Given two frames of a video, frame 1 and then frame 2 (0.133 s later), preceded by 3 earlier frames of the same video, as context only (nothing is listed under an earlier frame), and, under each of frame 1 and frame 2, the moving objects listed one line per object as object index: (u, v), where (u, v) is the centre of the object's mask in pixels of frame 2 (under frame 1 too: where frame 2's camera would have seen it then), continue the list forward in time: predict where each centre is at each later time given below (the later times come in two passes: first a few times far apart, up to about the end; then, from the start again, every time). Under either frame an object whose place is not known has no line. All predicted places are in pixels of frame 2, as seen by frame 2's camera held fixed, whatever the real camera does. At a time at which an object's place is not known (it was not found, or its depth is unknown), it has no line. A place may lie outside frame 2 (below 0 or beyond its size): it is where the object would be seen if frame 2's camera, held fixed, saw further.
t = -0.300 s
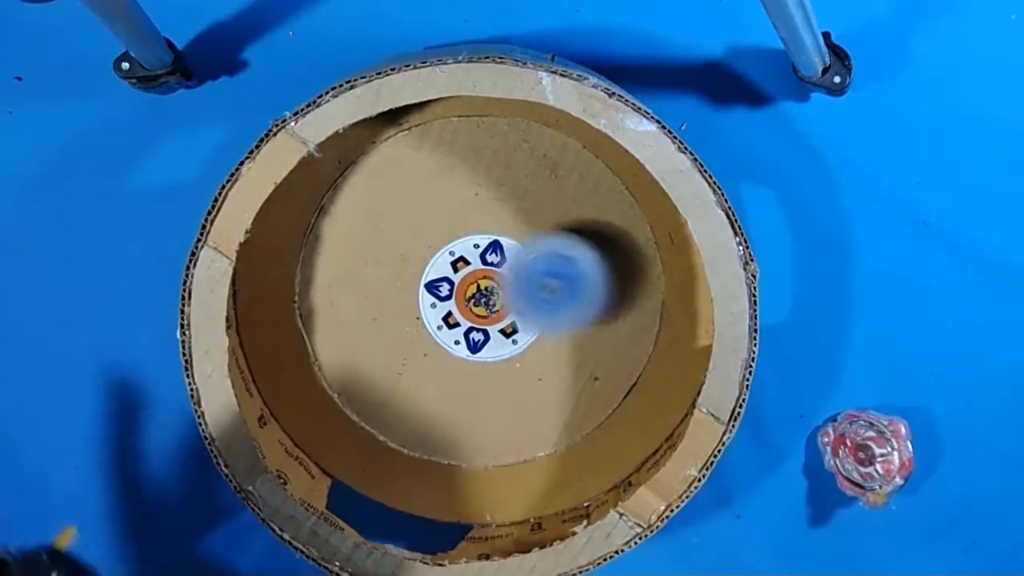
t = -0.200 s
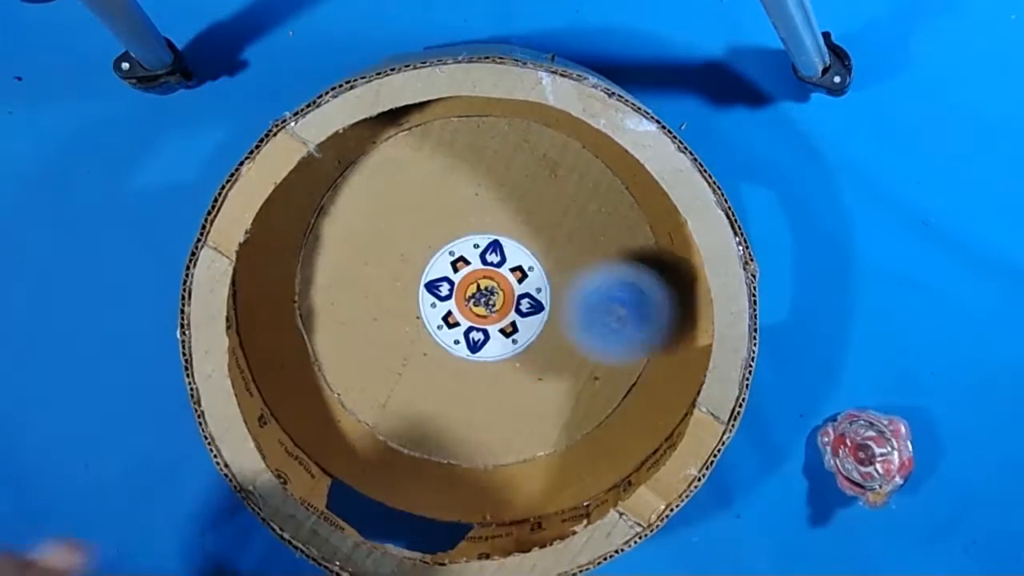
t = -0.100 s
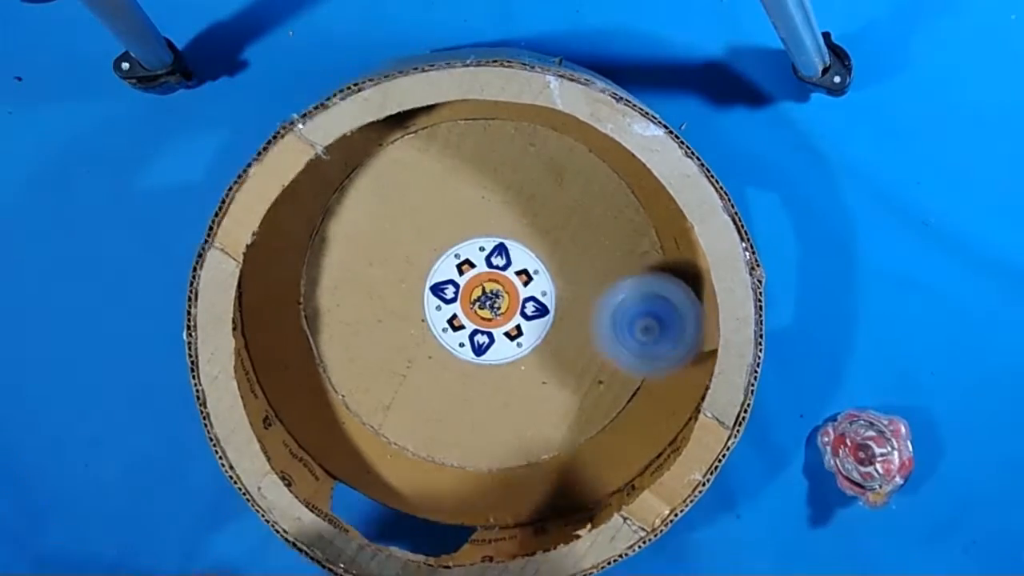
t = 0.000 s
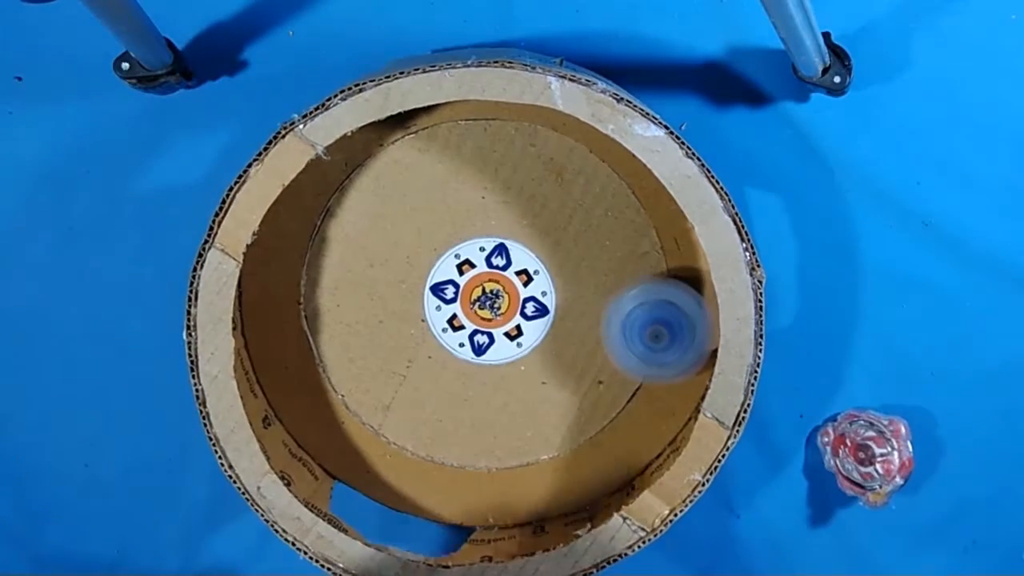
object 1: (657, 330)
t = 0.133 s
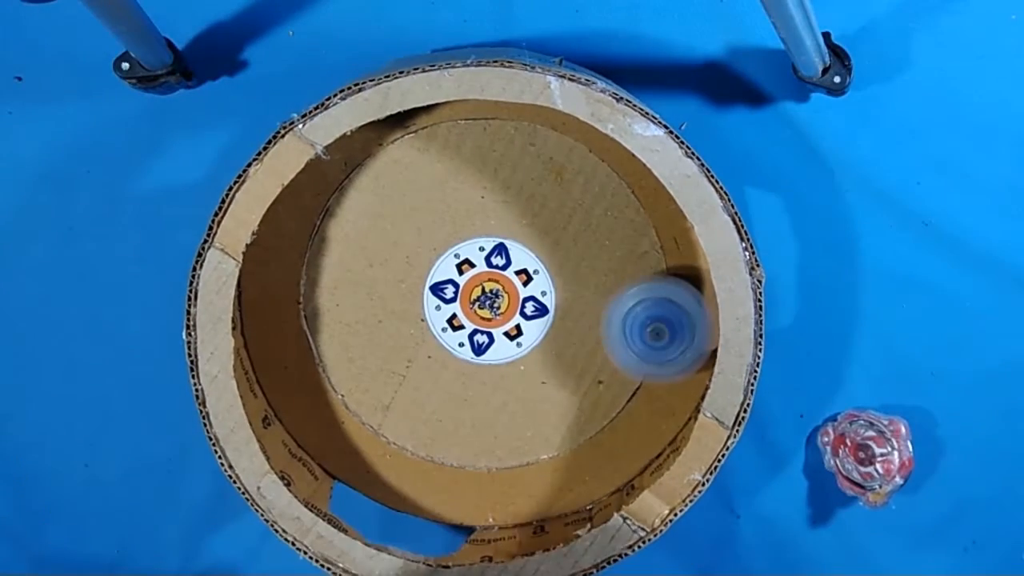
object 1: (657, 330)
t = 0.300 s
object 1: (657, 346)
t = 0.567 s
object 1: (642, 382)
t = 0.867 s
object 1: (600, 440)
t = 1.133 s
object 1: (544, 456)
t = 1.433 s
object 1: (465, 451)
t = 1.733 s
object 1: (394, 415)
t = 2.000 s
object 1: (335, 344)
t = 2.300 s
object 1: (304, 279)
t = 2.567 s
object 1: (326, 225)
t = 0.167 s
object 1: (657, 330)
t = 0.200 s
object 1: (657, 331)
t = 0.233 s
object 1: (657, 334)
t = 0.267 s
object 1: (657, 338)
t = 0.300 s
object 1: (657, 346)
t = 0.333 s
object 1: (654, 354)
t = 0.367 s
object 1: (651, 364)
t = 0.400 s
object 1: (648, 373)
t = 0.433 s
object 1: (646, 377)
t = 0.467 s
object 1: (644, 379)
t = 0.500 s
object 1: (644, 379)
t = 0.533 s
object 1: (643, 380)
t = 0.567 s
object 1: (642, 382)
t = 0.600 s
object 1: (639, 386)
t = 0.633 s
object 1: (637, 392)
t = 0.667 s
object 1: (632, 398)
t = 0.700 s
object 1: (628, 404)
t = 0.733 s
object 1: (624, 411)
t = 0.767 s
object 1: (618, 418)
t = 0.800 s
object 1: (613, 428)
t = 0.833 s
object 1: (606, 436)
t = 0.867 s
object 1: (600, 440)
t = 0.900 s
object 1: (595, 440)
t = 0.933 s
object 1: (588, 443)
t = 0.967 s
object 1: (579, 449)
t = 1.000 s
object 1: (571, 450)
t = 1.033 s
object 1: (566, 453)
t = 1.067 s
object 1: (558, 455)
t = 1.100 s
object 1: (551, 453)
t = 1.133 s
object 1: (544, 456)
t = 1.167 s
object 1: (536, 455)
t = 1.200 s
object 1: (529, 457)
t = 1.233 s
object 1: (521, 456)
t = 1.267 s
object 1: (510, 456)
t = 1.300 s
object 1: (500, 455)
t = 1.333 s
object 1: (490, 455)
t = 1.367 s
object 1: (481, 455)
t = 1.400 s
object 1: (473, 453)
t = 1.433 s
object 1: (465, 451)
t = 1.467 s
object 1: (456, 448)
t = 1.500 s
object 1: (446, 445)
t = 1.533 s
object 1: (439, 442)
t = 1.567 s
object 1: (432, 439)
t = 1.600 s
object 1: (427, 437)
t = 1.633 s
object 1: (421, 433)
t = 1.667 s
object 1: (414, 427)
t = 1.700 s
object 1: (404, 421)
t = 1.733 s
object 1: (394, 415)
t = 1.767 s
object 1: (385, 411)
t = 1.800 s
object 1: (381, 402)
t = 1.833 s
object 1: (376, 395)
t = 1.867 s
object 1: (369, 386)
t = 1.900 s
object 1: (361, 377)
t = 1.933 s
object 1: (351, 366)
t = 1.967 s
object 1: (343, 356)
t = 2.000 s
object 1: (335, 344)
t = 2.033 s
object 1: (326, 331)
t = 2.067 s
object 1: (316, 319)
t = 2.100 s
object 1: (305, 305)
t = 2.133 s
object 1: (300, 291)
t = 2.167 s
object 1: (303, 285)
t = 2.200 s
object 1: (304, 281)
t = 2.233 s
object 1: (304, 280)
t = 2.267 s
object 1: (304, 280)
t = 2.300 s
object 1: (304, 279)
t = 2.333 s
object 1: (304, 278)
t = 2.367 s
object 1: (306, 275)
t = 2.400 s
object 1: (308, 272)
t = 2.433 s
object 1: (308, 266)
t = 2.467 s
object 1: (310, 257)
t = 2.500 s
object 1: (314, 247)
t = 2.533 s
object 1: (319, 235)
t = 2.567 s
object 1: (326, 225)
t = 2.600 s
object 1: (332, 214)
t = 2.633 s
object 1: (337, 208)
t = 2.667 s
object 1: (341, 205)
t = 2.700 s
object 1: (344, 202)
